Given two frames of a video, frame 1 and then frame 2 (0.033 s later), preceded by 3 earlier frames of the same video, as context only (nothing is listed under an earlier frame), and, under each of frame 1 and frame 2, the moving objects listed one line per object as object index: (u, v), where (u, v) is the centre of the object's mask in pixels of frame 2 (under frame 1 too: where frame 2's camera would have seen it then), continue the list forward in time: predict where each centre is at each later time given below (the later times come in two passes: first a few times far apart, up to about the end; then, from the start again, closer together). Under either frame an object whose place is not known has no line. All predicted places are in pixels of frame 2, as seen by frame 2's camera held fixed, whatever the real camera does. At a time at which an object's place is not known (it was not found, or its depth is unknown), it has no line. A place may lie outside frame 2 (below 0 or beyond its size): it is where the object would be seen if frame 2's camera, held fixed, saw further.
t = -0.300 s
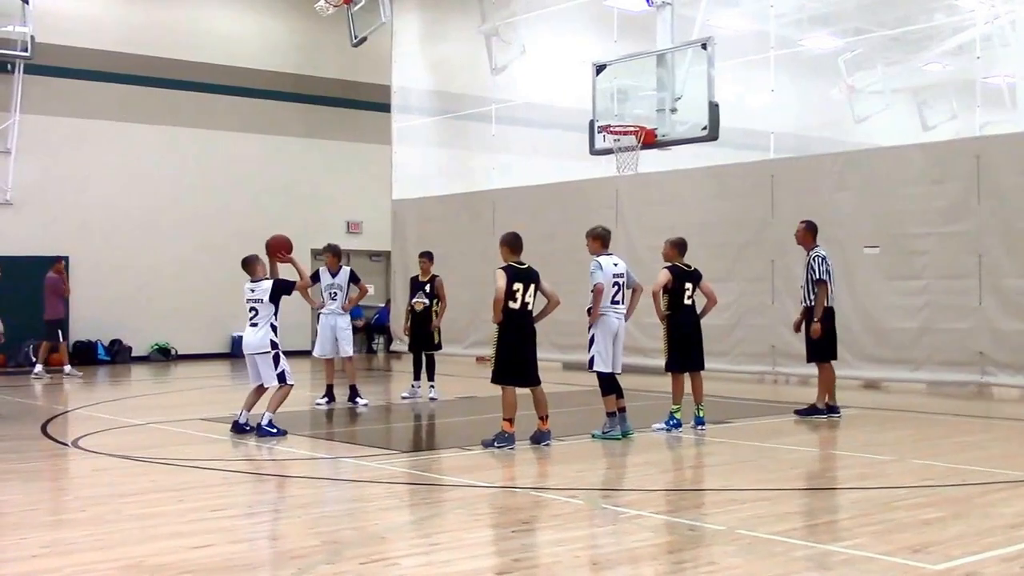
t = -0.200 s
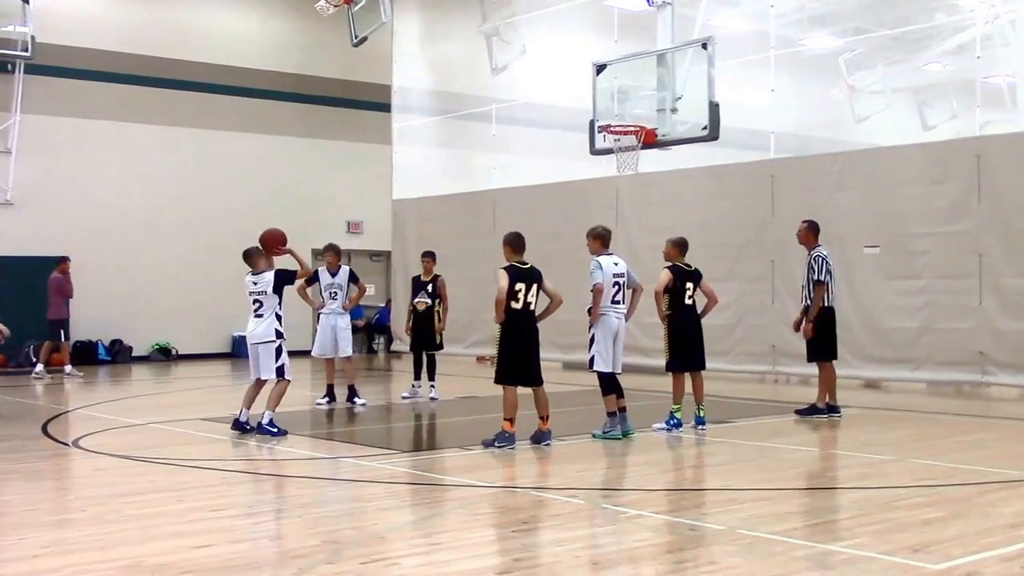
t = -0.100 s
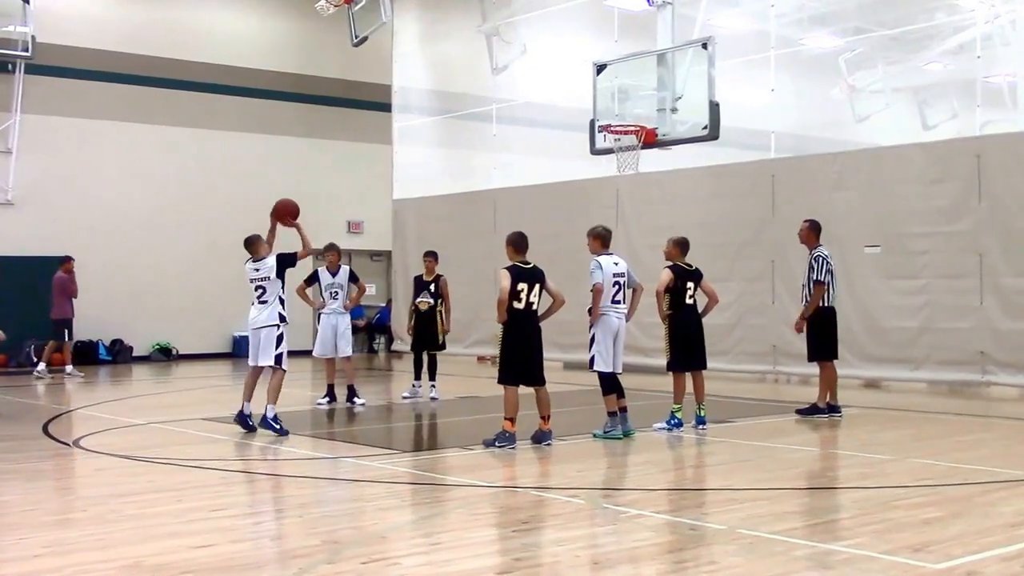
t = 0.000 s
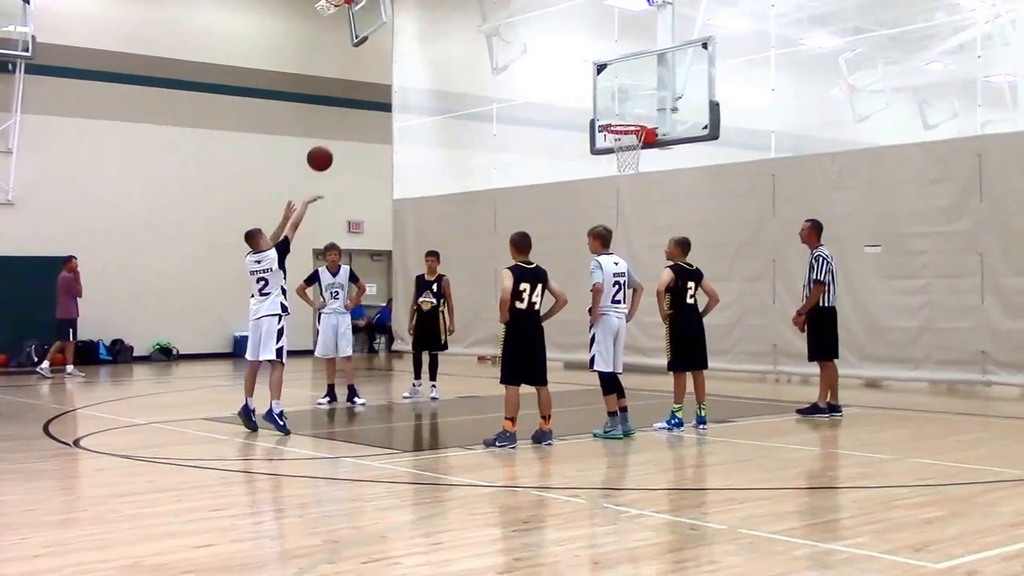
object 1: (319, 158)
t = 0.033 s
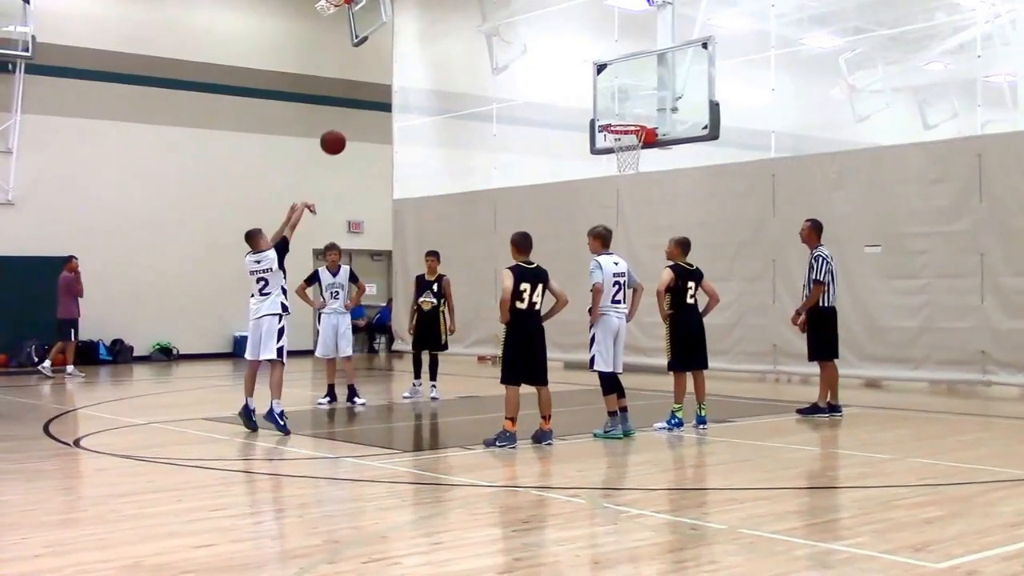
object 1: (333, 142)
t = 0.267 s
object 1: (419, 66)
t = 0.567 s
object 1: (516, 53)
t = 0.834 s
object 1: (592, 109)
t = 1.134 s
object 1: (583, 94)
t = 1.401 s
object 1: (568, 129)
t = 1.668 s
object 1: (554, 222)
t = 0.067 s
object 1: (345, 128)
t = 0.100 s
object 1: (358, 113)
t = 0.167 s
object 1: (383, 91)
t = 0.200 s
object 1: (395, 81)
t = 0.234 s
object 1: (407, 73)
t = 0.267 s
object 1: (419, 66)
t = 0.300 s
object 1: (430, 60)
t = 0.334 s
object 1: (442, 56)
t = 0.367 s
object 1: (453, 52)
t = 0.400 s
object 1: (464, 50)
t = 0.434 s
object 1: (474, 48)
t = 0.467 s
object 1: (485, 48)
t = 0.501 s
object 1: (495, 49)
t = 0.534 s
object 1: (506, 51)
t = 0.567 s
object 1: (516, 53)
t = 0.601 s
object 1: (526, 57)
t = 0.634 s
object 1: (536, 62)
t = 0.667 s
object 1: (545, 68)
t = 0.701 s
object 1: (555, 74)
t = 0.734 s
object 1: (564, 82)
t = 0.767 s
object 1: (573, 90)
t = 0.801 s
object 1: (583, 99)
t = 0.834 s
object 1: (592, 109)
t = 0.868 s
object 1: (599, 120)
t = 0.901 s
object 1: (597, 113)
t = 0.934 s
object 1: (596, 108)
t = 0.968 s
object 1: (593, 103)
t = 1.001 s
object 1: (591, 99)
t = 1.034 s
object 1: (589, 97)
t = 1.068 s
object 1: (587, 95)
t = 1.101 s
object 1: (585, 94)
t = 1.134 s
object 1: (583, 94)
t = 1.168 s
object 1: (581, 95)
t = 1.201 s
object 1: (579, 97)
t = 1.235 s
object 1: (577, 100)
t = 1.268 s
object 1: (575, 104)
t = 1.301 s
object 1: (573, 109)
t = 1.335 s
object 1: (571, 115)
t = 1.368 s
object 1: (570, 122)
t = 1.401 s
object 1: (568, 129)
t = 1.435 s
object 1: (566, 138)
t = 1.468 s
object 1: (564, 147)
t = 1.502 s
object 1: (562, 157)
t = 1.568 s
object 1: (559, 181)
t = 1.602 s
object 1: (557, 194)
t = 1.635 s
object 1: (556, 208)
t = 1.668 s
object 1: (554, 222)
